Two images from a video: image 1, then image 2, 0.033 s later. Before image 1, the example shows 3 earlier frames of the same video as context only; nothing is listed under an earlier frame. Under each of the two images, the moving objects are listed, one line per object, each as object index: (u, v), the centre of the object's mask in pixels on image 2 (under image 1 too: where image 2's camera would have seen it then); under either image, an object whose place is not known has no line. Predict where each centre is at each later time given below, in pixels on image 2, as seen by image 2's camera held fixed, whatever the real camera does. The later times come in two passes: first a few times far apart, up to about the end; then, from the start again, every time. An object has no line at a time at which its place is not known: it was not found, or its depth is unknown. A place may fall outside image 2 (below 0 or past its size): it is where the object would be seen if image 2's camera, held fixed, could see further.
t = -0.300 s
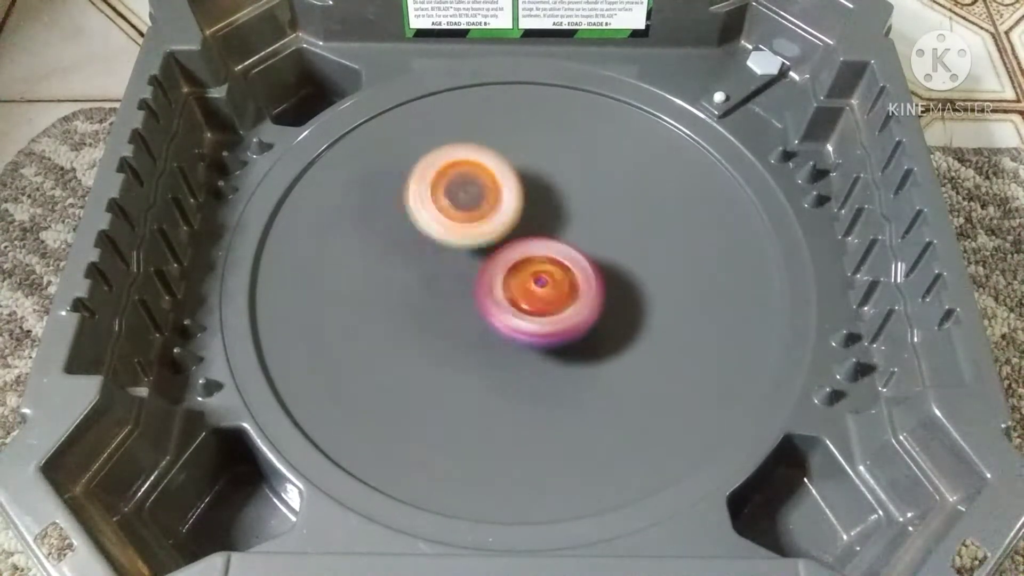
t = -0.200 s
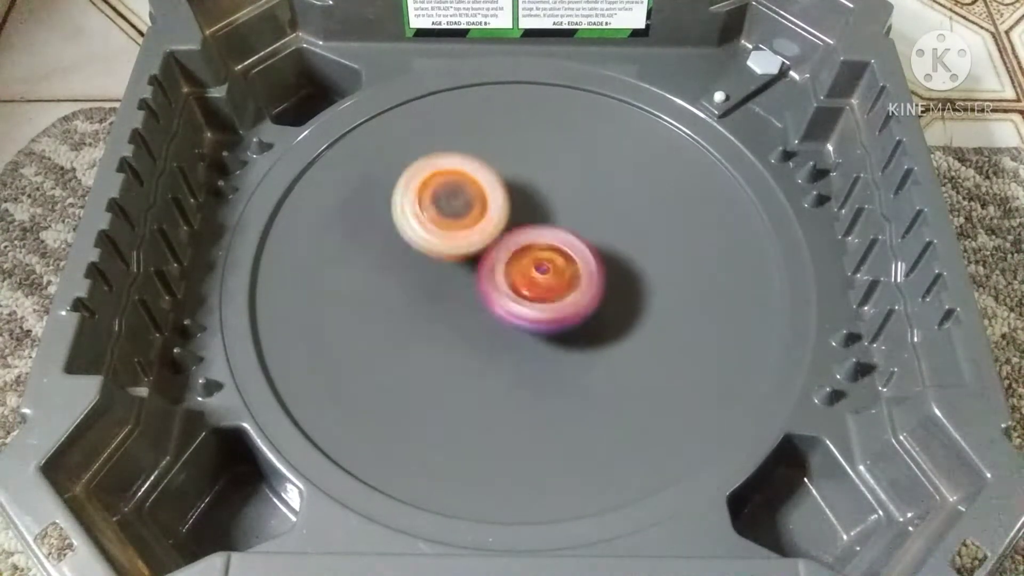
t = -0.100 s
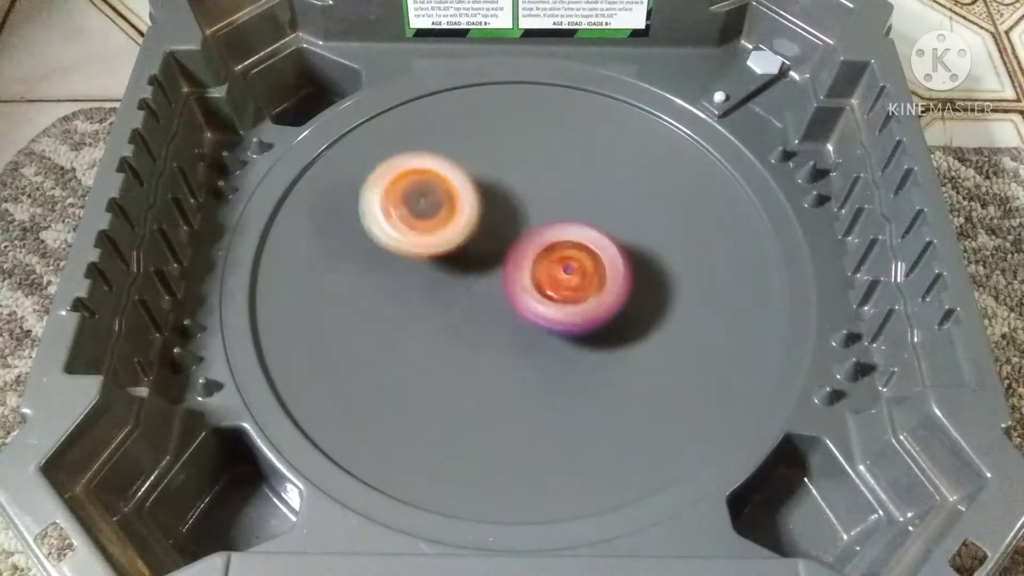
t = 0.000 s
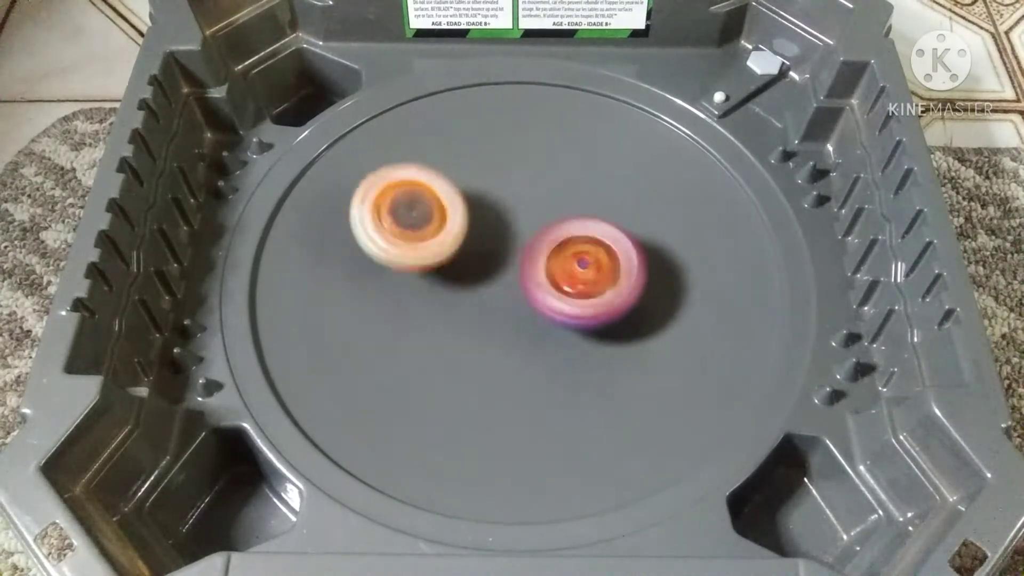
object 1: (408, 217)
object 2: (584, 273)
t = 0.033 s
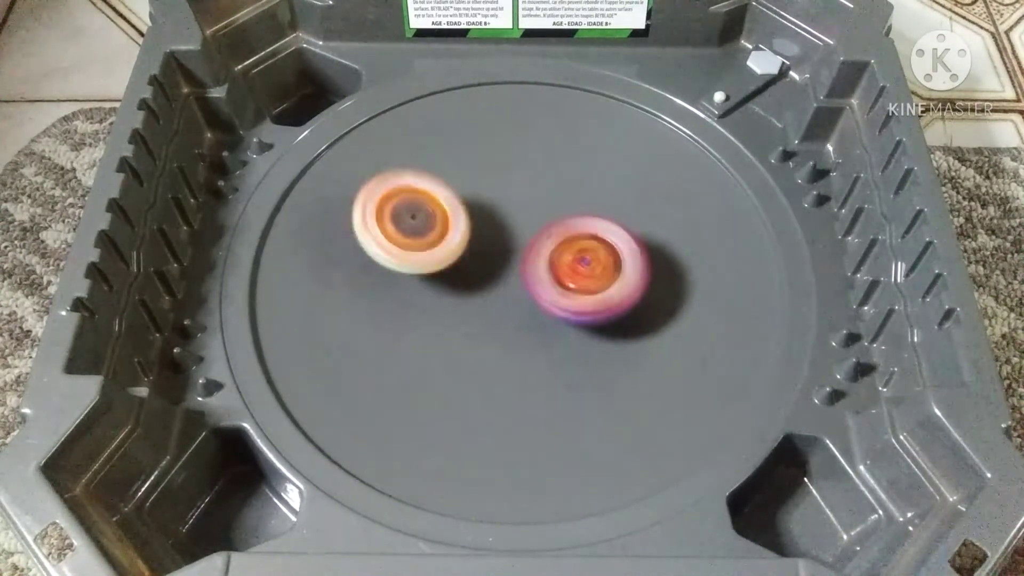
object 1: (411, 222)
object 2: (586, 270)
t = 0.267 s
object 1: (450, 284)
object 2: (583, 263)
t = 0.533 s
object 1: (467, 325)
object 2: (588, 259)
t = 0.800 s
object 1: (439, 365)
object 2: (617, 206)
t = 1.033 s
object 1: (478, 324)
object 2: (594, 200)
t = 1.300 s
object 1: (493, 299)
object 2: (576, 213)
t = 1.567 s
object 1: (473, 316)
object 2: (566, 228)
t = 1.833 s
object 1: (476, 329)
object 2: (551, 240)
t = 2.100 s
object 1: (472, 367)
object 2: (565, 206)
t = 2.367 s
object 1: (487, 348)
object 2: (574, 202)
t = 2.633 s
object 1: (480, 285)
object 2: (558, 219)
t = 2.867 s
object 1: (454, 287)
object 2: (549, 215)
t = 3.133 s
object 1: (473, 293)
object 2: (556, 221)
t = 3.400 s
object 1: (482, 307)
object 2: (548, 209)
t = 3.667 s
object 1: (484, 304)
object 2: (563, 203)
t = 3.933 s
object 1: (468, 328)
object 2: (556, 265)
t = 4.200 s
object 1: (502, 346)
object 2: (576, 274)
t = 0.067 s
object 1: (412, 231)
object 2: (588, 269)
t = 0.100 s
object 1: (418, 238)
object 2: (588, 268)
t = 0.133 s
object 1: (424, 245)
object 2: (588, 266)
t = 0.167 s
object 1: (432, 256)
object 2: (586, 266)
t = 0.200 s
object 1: (441, 264)
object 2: (584, 265)
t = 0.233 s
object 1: (449, 272)
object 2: (580, 264)
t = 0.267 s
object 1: (450, 284)
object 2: (583, 263)
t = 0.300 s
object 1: (441, 291)
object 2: (592, 261)
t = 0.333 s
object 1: (441, 299)
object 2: (594, 260)
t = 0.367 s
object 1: (441, 308)
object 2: (598, 260)
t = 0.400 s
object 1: (443, 311)
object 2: (597, 258)
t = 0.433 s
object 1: (447, 317)
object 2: (596, 259)
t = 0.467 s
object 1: (452, 321)
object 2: (596, 258)
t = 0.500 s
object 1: (460, 323)
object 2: (591, 258)
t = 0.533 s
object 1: (467, 325)
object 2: (588, 259)
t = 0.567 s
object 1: (476, 324)
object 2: (582, 259)
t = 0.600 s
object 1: (480, 331)
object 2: (580, 258)
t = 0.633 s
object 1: (463, 344)
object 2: (595, 242)
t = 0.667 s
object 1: (453, 353)
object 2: (608, 228)
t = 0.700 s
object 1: (443, 361)
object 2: (615, 220)
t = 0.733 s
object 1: (441, 364)
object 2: (618, 215)
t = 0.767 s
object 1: (437, 368)
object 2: (618, 210)
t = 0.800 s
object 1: (439, 365)
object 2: (617, 206)
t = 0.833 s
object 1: (439, 364)
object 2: (617, 201)
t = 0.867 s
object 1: (443, 358)
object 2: (614, 197)
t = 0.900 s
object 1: (448, 355)
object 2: (613, 194)
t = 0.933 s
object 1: (454, 346)
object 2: (609, 194)
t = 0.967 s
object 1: (460, 341)
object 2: (605, 194)
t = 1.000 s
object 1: (468, 330)
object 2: (599, 197)
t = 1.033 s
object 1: (478, 324)
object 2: (594, 200)
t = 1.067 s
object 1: (487, 312)
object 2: (587, 206)
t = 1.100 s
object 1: (497, 305)
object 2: (581, 211)
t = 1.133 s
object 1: (503, 303)
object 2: (578, 215)
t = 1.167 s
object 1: (496, 307)
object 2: (582, 210)
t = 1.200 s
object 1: (493, 308)
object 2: (582, 211)
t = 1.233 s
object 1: (493, 307)
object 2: (582, 209)
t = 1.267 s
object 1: (491, 304)
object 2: (580, 212)
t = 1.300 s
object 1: (493, 299)
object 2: (576, 213)
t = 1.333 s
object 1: (491, 296)
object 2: (574, 217)
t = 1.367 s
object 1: (492, 296)
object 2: (571, 220)
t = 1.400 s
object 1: (486, 300)
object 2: (573, 219)
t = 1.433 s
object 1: (486, 303)
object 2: (572, 222)
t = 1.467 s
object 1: (483, 304)
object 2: (570, 222)
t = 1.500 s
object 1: (484, 304)
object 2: (568, 226)
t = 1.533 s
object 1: (475, 309)
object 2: (564, 227)
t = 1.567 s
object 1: (473, 316)
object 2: (566, 228)
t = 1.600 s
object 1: (469, 317)
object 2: (563, 228)
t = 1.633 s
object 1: (467, 322)
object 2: (563, 230)
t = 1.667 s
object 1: (469, 321)
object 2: (559, 235)
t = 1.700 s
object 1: (468, 320)
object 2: (554, 236)
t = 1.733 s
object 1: (472, 319)
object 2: (552, 241)
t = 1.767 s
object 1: (468, 325)
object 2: (551, 242)
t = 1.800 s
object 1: (472, 331)
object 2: (551, 238)
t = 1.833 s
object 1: (476, 329)
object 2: (551, 240)
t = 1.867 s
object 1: (478, 330)
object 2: (548, 239)
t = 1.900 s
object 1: (484, 328)
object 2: (549, 241)
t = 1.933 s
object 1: (483, 330)
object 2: (549, 241)
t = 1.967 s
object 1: (488, 333)
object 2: (548, 237)
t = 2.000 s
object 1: (494, 330)
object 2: (548, 240)
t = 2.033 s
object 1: (488, 345)
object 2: (550, 233)
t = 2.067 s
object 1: (483, 356)
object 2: (561, 216)
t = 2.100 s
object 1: (472, 367)
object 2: (565, 206)
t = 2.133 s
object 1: (470, 378)
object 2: (569, 202)
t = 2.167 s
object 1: (474, 381)
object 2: (573, 200)
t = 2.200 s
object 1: (475, 379)
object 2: (576, 199)
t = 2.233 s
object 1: (472, 376)
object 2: (574, 199)
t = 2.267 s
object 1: (476, 373)
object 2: (573, 197)
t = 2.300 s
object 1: (481, 366)
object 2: (577, 197)
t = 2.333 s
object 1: (480, 357)
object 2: (576, 201)
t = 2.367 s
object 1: (487, 348)
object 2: (574, 202)
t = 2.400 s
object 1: (490, 337)
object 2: (575, 203)
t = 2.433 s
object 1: (489, 327)
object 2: (573, 208)
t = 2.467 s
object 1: (493, 317)
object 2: (569, 211)
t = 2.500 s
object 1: (492, 307)
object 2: (565, 212)
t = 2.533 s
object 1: (489, 299)
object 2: (562, 215)
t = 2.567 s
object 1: (489, 292)
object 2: (558, 216)
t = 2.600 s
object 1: (484, 288)
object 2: (556, 216)
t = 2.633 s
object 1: (480, 285)
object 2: (558, 219)
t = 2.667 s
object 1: (473, 286)
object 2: (558, 218)
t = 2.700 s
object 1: (465, 282)
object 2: (559, 219)
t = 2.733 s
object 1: (459, 284)
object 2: (558, 222)
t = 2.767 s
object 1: (456, 287)
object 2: (554, 222)
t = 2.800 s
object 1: (456, 287)
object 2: (552, 220)
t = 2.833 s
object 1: (455, 286)
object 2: (552, 218)
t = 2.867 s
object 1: (454, 287)
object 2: (549, 215)
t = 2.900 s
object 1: (455, 289)
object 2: (553, 210)
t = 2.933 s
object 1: (457, 291)
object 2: (557, 213)
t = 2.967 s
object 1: (459, 292)
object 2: (556, 219)
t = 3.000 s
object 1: (463, 289)
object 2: (553, 219)
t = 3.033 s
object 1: (459, 289)
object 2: (554, 218)
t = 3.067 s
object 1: (462, 290)
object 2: (557, 221)
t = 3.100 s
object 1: (469, 290)
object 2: (556, 223)
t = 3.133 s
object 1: (473, 293)
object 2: (556, 221)
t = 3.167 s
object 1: (475, 299)
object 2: (555, 220)
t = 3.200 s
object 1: (479, 302)
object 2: (560, 220)
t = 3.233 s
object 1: (483, 303)
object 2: (560, 220)
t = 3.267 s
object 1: (486, 303)
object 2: (560, 221)
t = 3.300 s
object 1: (487, 302)
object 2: (555, 224)
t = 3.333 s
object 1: (485, 302)
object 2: (551, 224)
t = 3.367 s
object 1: (483, 304)
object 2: (546, 221)
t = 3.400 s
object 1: (482, 307)
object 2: (548, 209)
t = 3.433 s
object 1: (483, 309)
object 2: (555, 207)
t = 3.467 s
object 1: (486, 306)
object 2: (556, 207)
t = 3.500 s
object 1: (483, 306)
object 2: (556, 208)
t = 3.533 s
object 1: (481, 307)
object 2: (553, 211)
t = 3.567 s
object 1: (483, 305)
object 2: (549, 212)
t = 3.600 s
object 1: (482, 305)
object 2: (544, 214)
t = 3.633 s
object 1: (483, 304)
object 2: (566, 204)
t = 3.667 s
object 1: (484, 304)
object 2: (563, 203)
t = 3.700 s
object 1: (485, 304)
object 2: (561, 218)
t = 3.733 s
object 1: (482, 311)
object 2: (558, 225)
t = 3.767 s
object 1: (476, 315)
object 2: (557, 234)
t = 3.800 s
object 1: (465, 316)
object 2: (553, 243)
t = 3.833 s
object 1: (462, 319)
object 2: (558, 254)
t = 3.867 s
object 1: (463, 321)
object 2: (560, 242)
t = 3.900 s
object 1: (465, 324)
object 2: (556, 253)
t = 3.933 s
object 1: (468, 328)
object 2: (556, 265)
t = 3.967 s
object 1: (474, 333)
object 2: (563, 263)
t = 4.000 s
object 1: (480, 337)
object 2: (566, 271)
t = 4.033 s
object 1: (483, 340)
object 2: (569, 273)
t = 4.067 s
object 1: (487, 341)
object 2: (572, 272)
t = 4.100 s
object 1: (492, 342)
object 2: (575, 275)
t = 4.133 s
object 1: (496, 342)
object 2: (576, 275)
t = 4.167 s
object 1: (499, 344)
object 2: (576, 272)
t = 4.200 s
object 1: (502, 346)
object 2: (576, 274)
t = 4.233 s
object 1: (505, 349)
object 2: (574, 275)
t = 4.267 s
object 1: (507, 352)
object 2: (574, 276)
